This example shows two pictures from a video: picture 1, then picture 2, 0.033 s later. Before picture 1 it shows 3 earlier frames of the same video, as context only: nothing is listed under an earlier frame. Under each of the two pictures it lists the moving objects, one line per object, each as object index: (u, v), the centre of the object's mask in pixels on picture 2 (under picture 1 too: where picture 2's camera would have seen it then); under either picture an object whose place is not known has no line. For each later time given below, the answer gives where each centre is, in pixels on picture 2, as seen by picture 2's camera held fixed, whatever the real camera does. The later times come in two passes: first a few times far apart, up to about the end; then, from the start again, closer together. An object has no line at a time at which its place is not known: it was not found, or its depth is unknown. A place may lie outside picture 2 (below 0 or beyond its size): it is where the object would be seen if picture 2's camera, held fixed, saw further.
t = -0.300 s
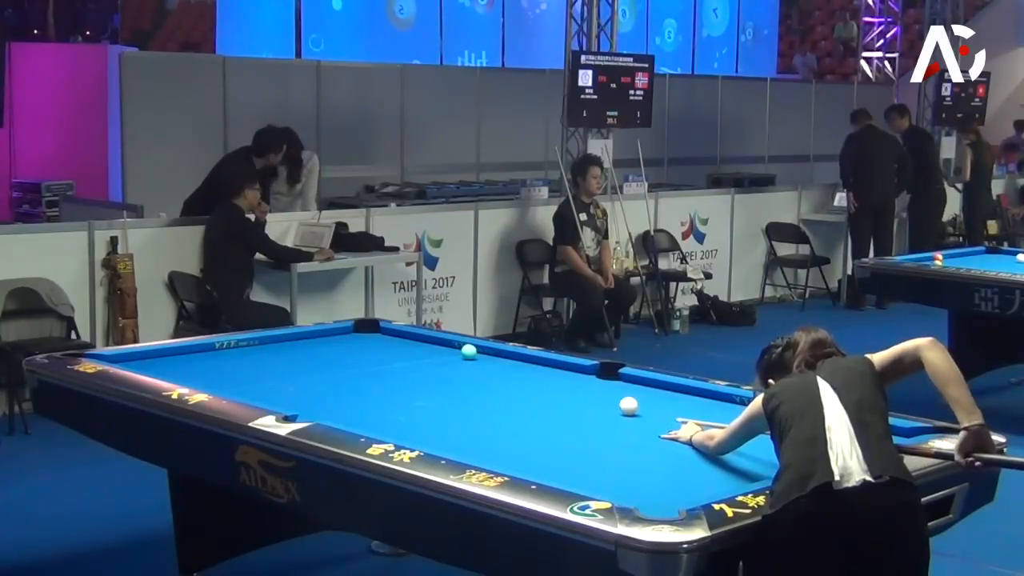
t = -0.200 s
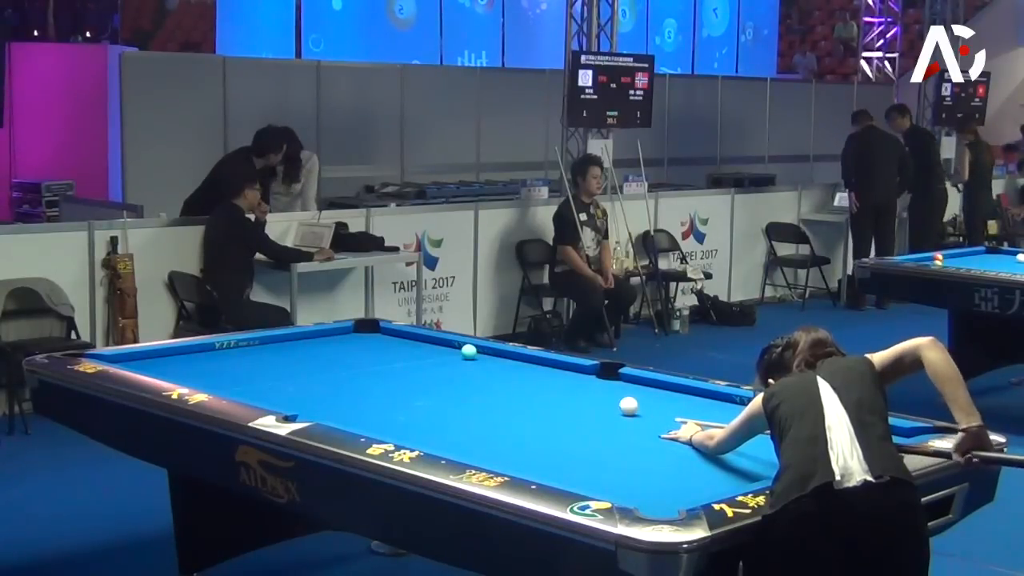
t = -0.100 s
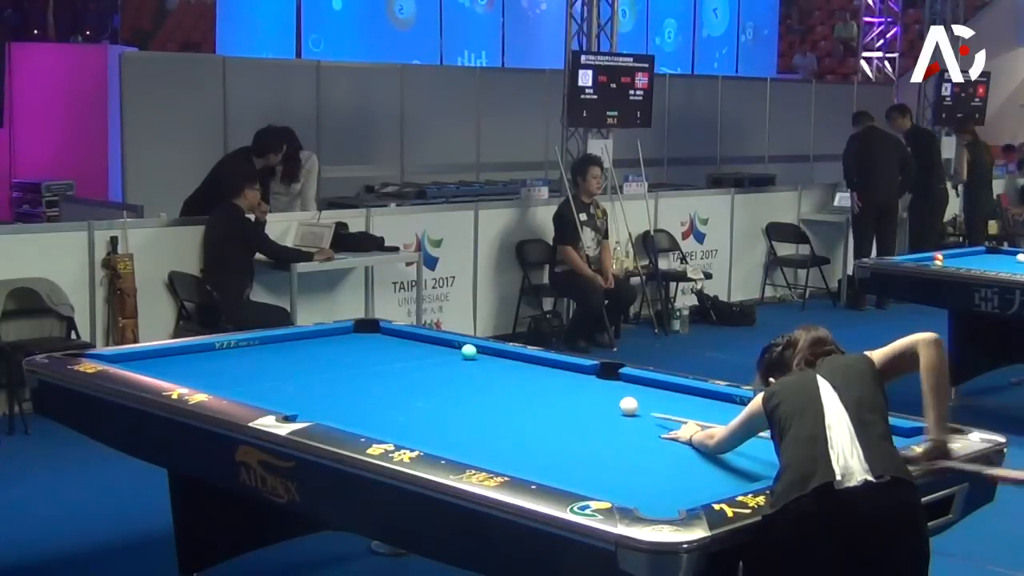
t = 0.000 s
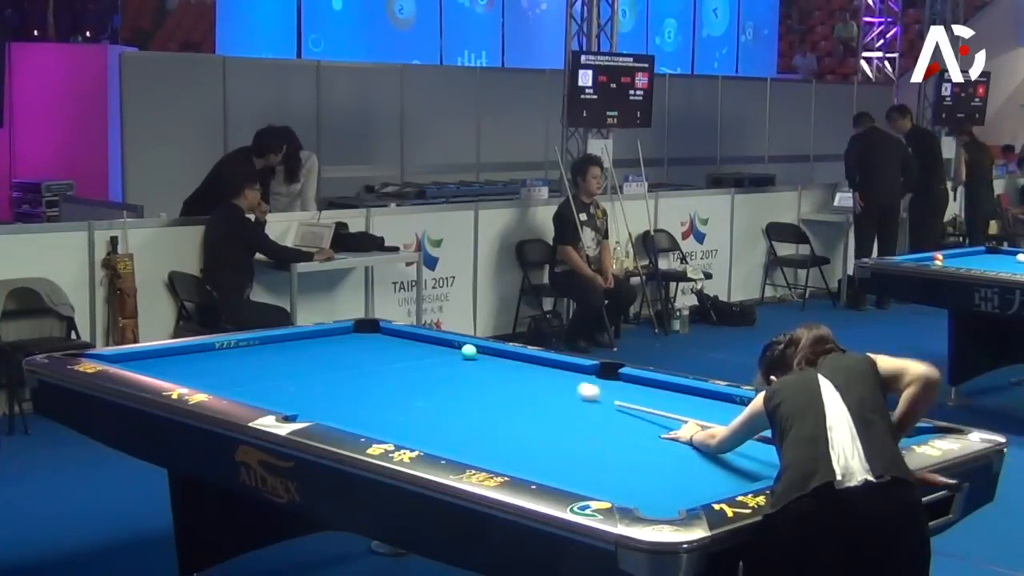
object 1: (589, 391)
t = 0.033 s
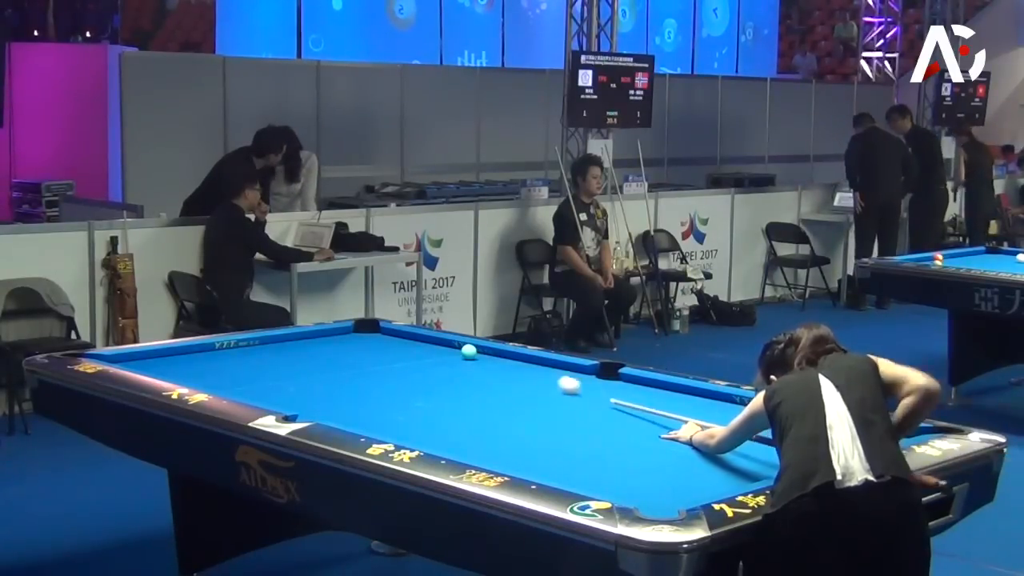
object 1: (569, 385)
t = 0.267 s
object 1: (482, 353)
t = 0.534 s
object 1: (494, 353)
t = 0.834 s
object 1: (492, 356)
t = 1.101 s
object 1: (491, 359)
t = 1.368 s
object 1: (490, 361)
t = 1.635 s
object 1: (489, 363)
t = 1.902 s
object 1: (488, 365)
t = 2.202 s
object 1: (487, 367)
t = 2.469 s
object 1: (487, 369)
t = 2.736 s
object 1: (487, 370)
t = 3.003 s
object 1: (487, 371)
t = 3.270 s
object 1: (487, 371)
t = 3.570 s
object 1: (487, 372)
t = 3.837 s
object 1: (487, 372)
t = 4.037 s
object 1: (487, 372)
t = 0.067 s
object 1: (551, 379)
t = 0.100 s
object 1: (534, 373)
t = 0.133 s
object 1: (517, 367)
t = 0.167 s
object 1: (502, 362)
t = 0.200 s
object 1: (488, 357)
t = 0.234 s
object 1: (479, 354)
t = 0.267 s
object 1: (482, 353)
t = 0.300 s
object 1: (485, 353)
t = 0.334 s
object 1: (488, 352)
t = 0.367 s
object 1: (491, 352)
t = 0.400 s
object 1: (493, 352)
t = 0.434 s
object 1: (495, 352)
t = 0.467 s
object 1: (494, 352)
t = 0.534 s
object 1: (494, 353)
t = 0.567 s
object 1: (494, 353)
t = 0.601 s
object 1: (493, 353)
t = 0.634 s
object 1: (493, 354)
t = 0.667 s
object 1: (493, 354)
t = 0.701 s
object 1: (493, 354)
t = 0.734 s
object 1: (493, 355)
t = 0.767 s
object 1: (493, 355)
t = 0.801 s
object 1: (492, 356)
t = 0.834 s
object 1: (492, 356)
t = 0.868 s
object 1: (492, 356)
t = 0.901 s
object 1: (492, 357)
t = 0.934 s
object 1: (491, 357)
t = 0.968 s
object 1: (491, 357)
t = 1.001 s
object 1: (491, 358)
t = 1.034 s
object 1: (491, 358)
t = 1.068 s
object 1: (491, 359)
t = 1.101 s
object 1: (491, 359)
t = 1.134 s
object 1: (491, 359)
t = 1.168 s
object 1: (490, 359)
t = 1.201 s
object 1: (490, 360)
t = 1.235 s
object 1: (490, 360)
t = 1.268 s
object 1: (490, 360)
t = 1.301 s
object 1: (490, 361)
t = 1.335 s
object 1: (490, 361)
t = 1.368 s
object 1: (490, 361)
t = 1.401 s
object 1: (490, 362)
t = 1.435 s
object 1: (489, 362)
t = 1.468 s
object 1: (489, 362)
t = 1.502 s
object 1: (489, 362)
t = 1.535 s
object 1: (489, 363)
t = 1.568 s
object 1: (489, 363)
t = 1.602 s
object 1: (489, 363)
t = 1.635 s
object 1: (489, 363)
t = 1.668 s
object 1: (489, 364)
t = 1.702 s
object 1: (489, 364)
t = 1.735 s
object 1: (489, 364)
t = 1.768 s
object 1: (489, 364)
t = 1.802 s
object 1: (488, 365)
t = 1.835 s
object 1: (488, 365)
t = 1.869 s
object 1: (488, 365)
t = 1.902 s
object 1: (488, 365)
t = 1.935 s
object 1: (488, 365)
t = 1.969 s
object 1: (488, 366)
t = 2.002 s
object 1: (488, 366)
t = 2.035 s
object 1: (488, 366)
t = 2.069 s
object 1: (488, 366)
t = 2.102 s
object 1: (488, 366)
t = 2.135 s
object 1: (488, 367)
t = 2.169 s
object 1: (487, 367)
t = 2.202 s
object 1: (487, 367)
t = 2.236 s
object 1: (487, 367)
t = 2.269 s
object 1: (487, 368)
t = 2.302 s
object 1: (487, 368)
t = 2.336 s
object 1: (487, 368)
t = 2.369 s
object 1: (487, 368)
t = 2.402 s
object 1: (487, 368)
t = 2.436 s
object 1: (487, 368)
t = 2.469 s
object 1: (487, 369)
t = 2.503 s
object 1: (487, 369)
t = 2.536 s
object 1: (487, 369)
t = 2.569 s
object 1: (487, 369)
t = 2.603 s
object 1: (487, 369)
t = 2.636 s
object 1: (487, 369)
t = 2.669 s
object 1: (487, 370)
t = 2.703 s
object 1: (487, 370)
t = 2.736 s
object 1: (487, 370)
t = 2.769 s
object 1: (487, 370)
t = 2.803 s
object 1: (487, 370)
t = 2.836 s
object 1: (487, 370)
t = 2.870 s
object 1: (487, 370)
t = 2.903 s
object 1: (487, 370)
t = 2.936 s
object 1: (487, 371)
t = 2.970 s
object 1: (487, 371)
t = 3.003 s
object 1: (487, 371)
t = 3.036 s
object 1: (487, 371)
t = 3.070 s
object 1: (487, 371)
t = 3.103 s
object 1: (487, 371)
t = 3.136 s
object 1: (487, 371)
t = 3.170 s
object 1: (487, 371)
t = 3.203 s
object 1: (487, 371)
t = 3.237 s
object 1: (487, 371)
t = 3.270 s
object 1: (487, 371)
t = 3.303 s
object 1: (487, 371)
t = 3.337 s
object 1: (487, 371)
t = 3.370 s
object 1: (487, 372)
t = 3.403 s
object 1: (487, 372)
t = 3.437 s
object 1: (487, 371)
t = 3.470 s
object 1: (487, 372)
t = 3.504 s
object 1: (487, 372)
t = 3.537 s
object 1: (487, 372)
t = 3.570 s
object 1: (487, 372)
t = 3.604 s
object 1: (487, 372)
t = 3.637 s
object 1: (487, 372)
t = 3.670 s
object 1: (487, 372)
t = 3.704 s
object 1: (487, 372)
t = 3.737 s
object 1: (487, 372)
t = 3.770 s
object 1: (487, 372)
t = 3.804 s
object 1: (487, 372)
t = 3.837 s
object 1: (487, 372)
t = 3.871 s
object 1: (487, 372)
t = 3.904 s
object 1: (487, 372)
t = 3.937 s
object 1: (487, 372)
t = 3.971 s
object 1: (487, 372)
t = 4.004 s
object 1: (487, 372)
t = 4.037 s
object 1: (487, 372)
